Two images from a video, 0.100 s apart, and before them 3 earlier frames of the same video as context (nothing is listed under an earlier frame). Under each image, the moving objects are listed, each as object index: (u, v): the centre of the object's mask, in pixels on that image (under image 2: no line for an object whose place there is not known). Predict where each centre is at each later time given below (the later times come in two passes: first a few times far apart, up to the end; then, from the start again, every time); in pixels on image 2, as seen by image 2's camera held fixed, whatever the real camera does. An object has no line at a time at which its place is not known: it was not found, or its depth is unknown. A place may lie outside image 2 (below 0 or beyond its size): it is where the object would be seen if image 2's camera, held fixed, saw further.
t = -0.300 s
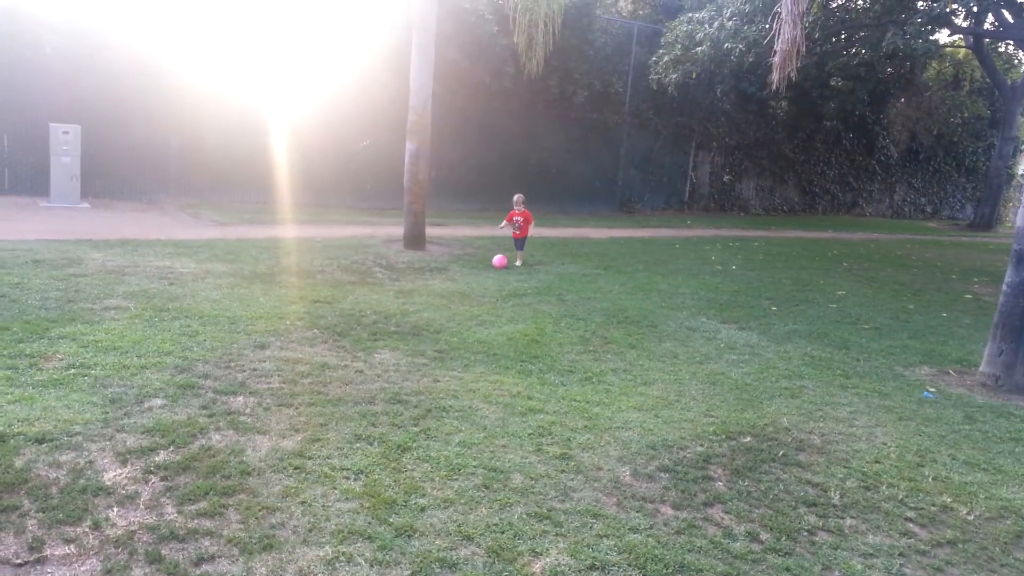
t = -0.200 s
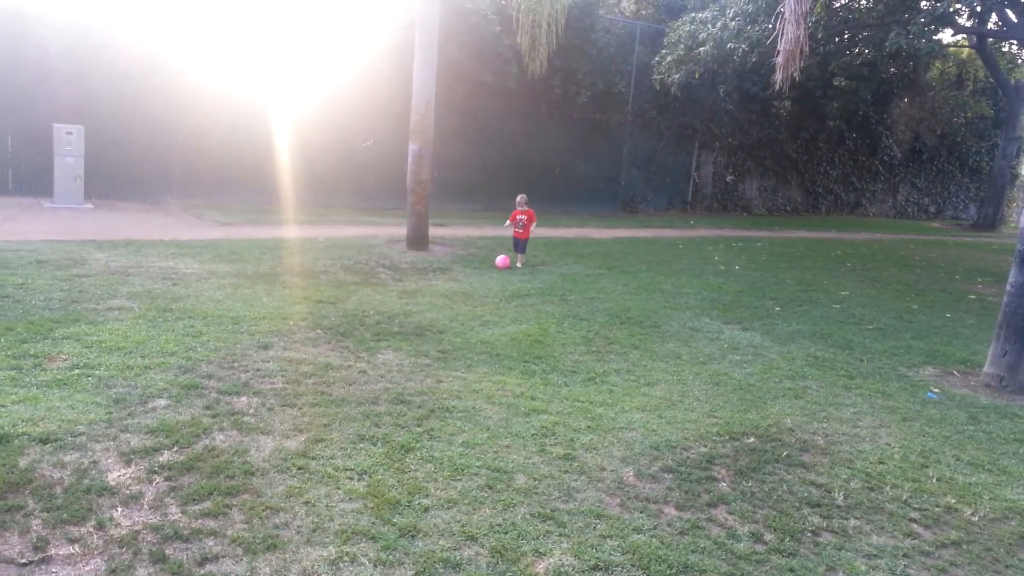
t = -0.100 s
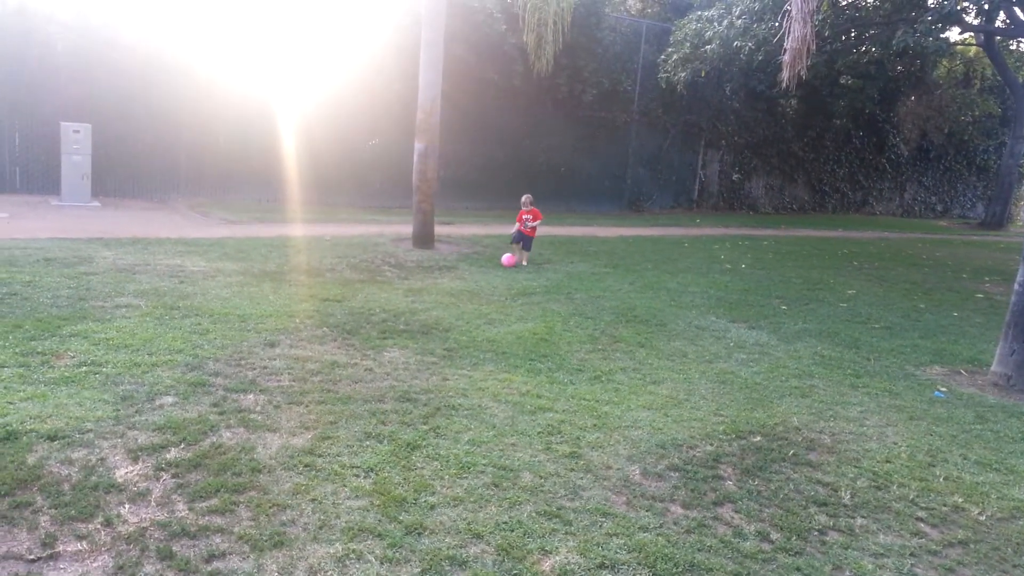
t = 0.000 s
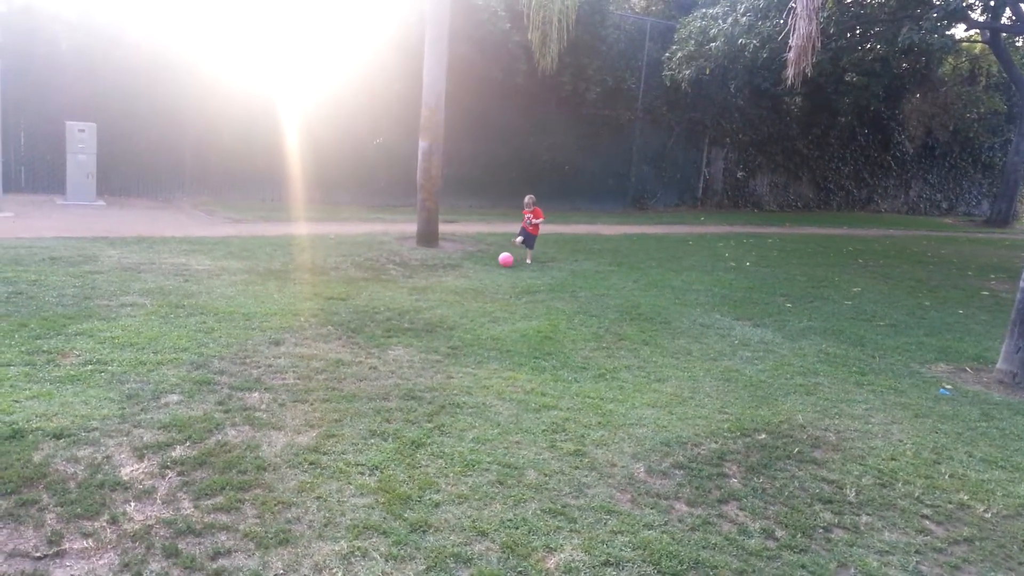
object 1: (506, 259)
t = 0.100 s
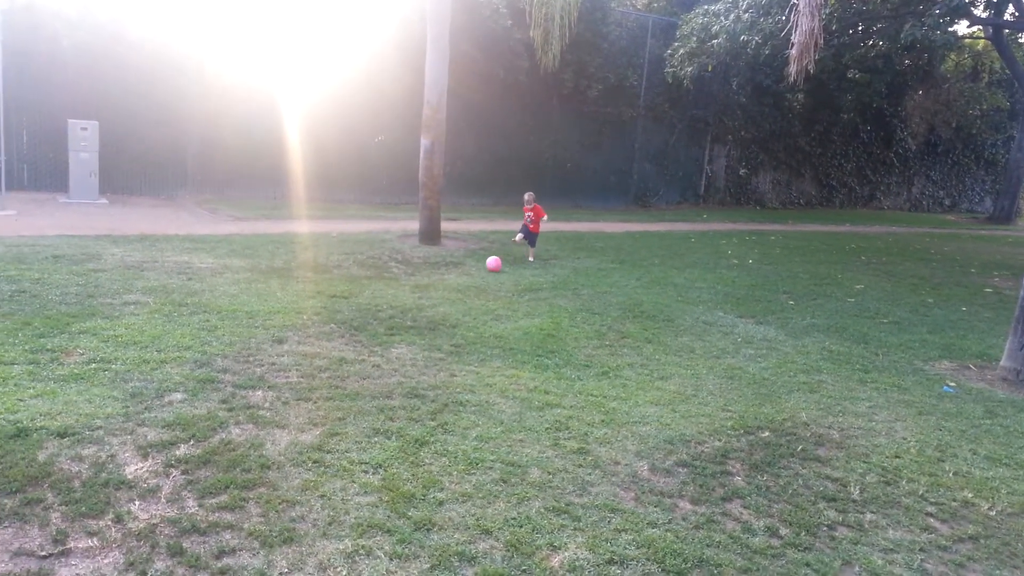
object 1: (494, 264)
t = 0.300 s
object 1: (464, 275)
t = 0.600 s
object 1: (412, 293)
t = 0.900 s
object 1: (350, 311)
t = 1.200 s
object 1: (273, 328)
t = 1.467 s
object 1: (196, 343)
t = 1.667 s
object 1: (137, 356)
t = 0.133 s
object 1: (489, 265)
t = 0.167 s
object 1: (484, 267)
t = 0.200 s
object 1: (479, 270)
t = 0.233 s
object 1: (474, 272)
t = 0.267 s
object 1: (469, 274)
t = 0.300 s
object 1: (464, 275)
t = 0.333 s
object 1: (459, 277)
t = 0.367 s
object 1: (453, 279)
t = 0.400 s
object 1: (448, 282)
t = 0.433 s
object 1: (442, 284)
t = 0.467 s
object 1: (436, 285)
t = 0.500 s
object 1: (431, 286)
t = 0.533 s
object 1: (424, 289)
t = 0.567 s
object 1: (418, 292)
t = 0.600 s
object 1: (412, 293)
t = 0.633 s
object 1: (406, 292)
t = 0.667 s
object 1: (400, 292)
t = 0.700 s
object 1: (394, 294)
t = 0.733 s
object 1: (387, 298)
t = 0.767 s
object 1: (379, 303)
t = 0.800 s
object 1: (373, 307)
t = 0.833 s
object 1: (365, 308)
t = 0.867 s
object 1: (358, 309)
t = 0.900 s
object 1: (350, 311)
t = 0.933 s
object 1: (342, 314)
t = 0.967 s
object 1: (335, 317)
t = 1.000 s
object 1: (327, 319)
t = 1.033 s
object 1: (318, 320)
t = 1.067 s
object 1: (309, 322)
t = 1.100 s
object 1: (299, 324)
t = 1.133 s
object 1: (291, 324)
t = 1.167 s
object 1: (283, 325)
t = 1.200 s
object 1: (273, 328)
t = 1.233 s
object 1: (263, 331)
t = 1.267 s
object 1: (254, 334)
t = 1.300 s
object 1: (244, 333)
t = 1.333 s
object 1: (235, 333)
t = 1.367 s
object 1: (226, 334)
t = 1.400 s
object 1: (216, 337)
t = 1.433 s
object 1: (206, 340)
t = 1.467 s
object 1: (196, 343)
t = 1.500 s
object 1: (186, 344)
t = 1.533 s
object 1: (177, 345)
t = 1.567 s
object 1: (167, 348)
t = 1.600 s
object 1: (158, 350)
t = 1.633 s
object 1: (147, 354)
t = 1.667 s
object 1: (137, 356)
